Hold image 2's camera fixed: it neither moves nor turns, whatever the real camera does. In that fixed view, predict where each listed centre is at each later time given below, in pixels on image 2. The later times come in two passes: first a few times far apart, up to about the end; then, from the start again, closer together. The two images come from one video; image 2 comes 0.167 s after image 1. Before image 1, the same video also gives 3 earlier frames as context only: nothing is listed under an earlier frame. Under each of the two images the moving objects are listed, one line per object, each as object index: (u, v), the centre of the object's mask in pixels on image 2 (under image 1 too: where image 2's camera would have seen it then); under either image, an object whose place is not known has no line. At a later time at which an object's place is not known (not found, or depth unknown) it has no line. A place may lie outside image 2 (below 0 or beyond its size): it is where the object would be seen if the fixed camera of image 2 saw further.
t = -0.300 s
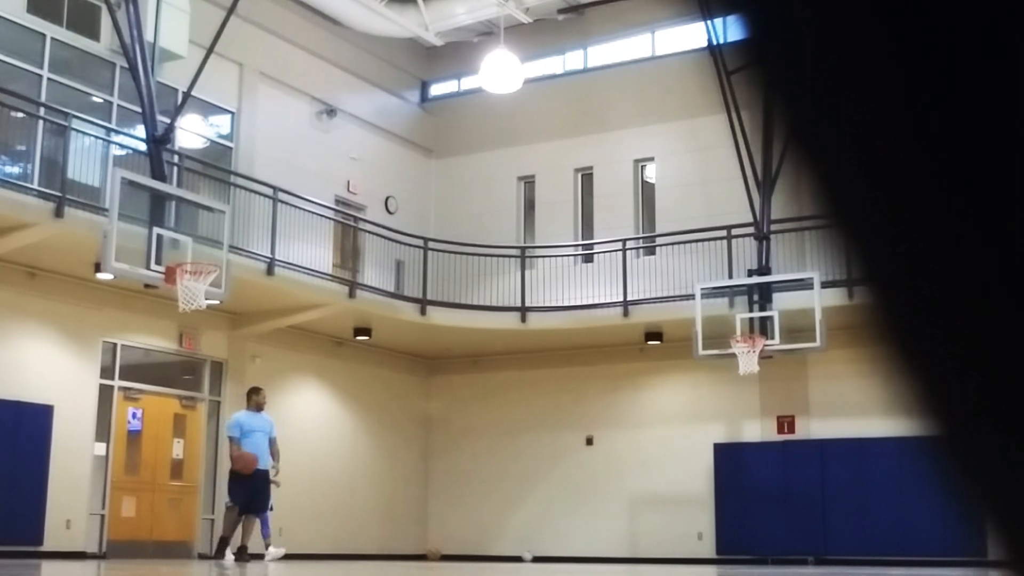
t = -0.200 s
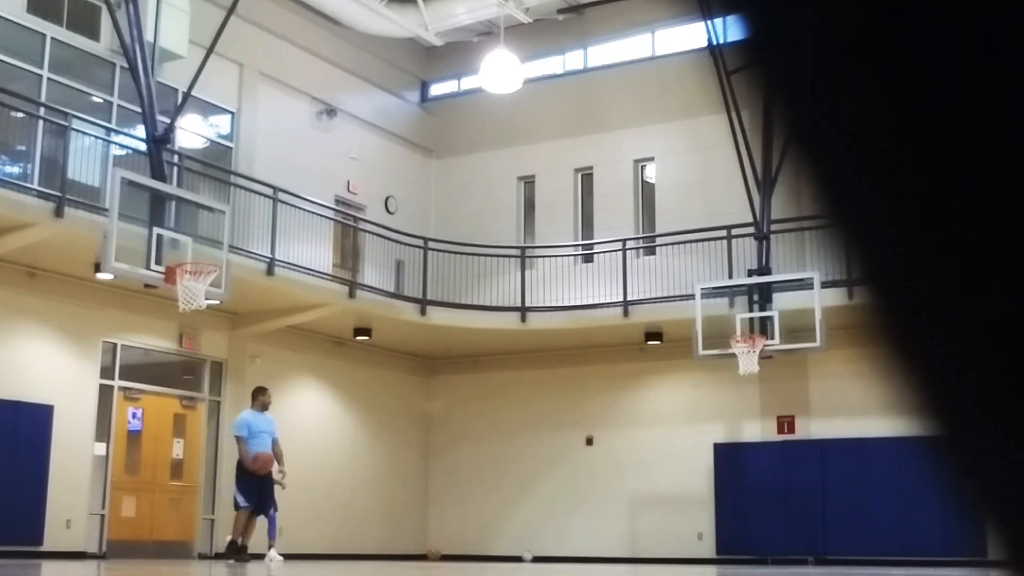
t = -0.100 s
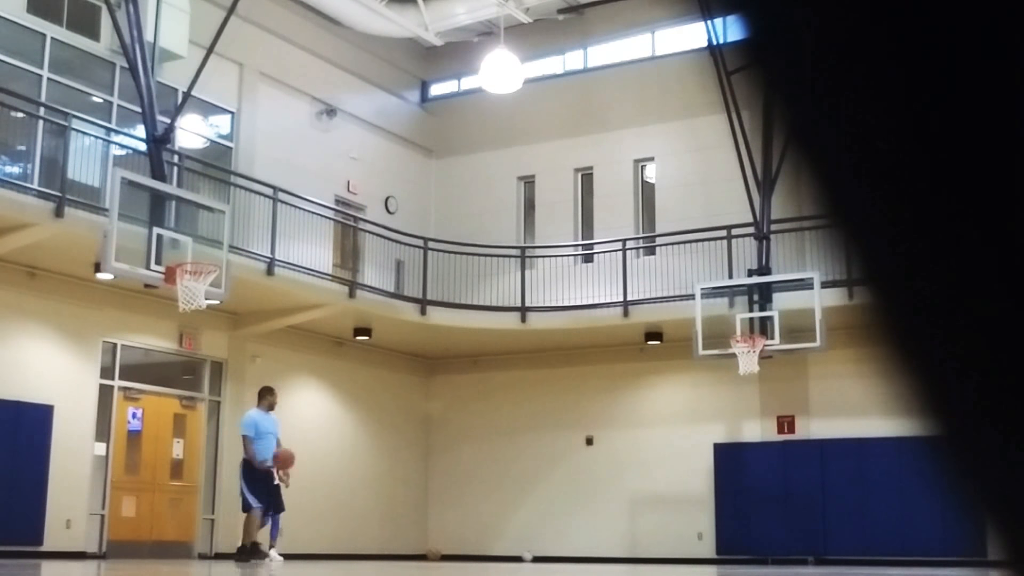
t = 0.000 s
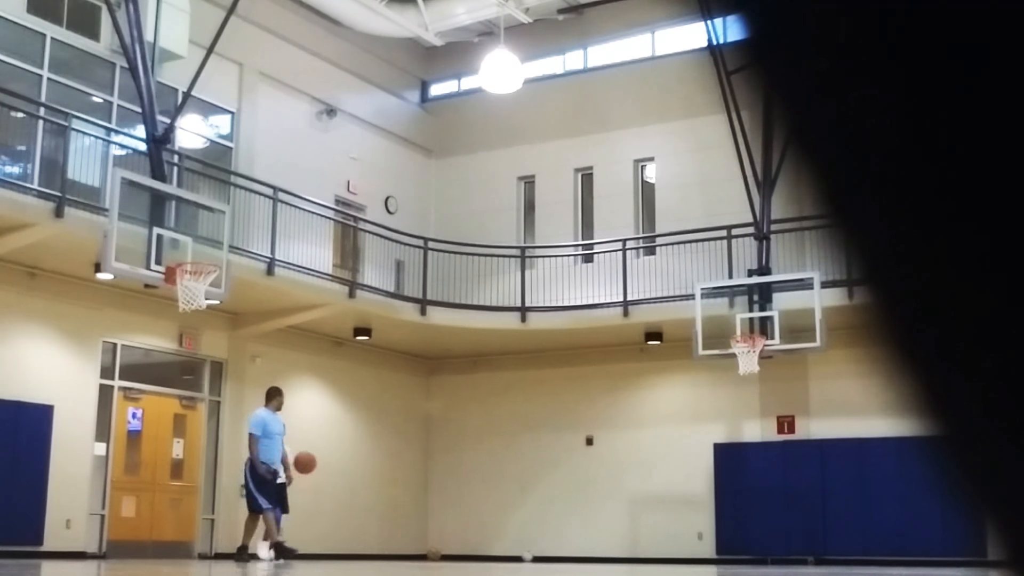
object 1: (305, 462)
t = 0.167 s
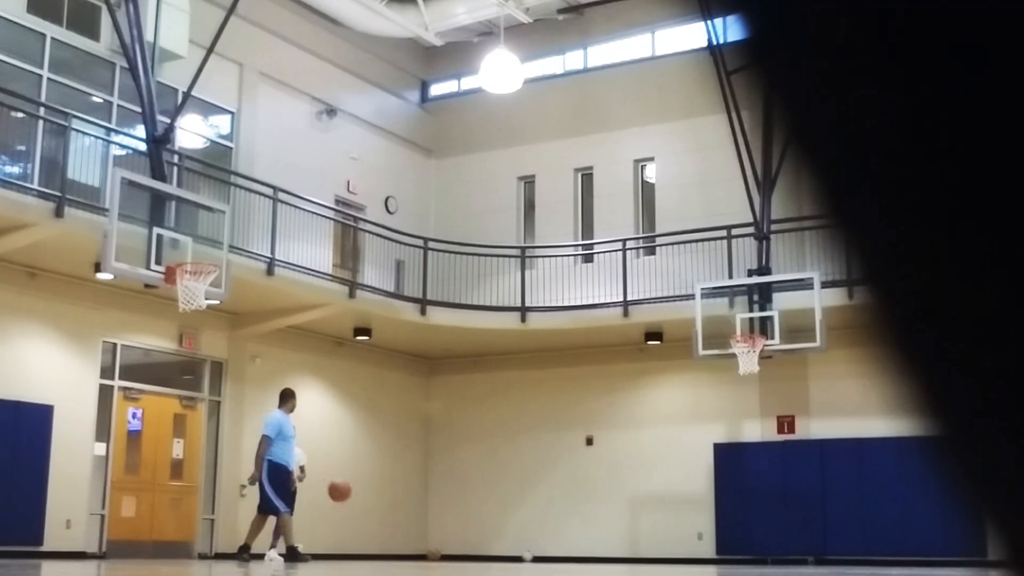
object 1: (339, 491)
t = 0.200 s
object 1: (346, 500)
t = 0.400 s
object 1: (385, 540)
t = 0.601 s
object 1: (417, 506)
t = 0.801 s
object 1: (449, 512)
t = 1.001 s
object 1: (480, 551)
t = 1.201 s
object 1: (511, 524)
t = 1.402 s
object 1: (542, 538)
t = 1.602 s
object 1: (572, 538)
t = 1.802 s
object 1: (602, 543)
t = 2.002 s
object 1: (632, 543)
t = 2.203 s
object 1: (662, 552)
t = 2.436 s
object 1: (697, 553)
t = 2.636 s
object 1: (727, 553)
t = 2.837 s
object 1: (756, 554)
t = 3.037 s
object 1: (786, 555)
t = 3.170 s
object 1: (806, 556)
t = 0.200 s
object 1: (346, 500)
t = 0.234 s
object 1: (353, 510)
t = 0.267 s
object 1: (359, 521)
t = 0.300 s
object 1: (366, 533)
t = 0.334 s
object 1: (374, 547)
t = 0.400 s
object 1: (385, 540)
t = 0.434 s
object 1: (391, 531)
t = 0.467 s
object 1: (396, 524)
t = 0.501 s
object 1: (401, 518)
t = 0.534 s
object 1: (407, 513)
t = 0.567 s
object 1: (413, 508)
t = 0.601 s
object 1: (417, 506)
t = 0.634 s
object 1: (423, 504)
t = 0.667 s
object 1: (428, 503)
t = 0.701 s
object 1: (433, 504)
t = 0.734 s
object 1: (438, 505)
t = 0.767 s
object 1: (443, 508)
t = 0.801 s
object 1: (449, 512)
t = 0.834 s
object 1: (454, 517)
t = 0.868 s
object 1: (459, 523)
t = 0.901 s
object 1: (464, 531)
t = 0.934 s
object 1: (470, 539)
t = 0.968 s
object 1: (475, 549)
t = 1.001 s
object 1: (480, 551)
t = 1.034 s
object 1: (485, 544)
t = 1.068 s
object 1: (491, 538)
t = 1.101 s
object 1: (496, 533)
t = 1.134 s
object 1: (501, 529)
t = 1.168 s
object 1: (506, 526)
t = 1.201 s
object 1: (511, 524)
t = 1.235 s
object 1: (516, 524)
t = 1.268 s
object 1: (521, 524)
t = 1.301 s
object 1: (526, 526)
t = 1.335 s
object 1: (531, 529)
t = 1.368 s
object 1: (537, 533)
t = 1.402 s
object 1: (542, 538)
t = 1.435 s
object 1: (547, 544)
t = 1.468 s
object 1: (553, 552)
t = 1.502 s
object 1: (557, 551)
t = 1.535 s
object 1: (562, 545)
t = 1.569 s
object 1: (567, 541)
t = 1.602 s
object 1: (572, 538)
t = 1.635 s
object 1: (577, 536)
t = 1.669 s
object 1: (582, 535)
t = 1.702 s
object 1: (587, 535)
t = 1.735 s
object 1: (592, 537)
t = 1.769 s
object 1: (597, 539)
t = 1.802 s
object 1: (602, 543)
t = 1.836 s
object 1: (607, 548)
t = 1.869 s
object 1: (612, 553)
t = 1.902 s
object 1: (617, 550)
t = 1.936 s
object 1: (622, 547)
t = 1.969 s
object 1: (627, 545)
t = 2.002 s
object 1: (632, 543)
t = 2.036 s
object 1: (637, 543)
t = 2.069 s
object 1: (642, 544)
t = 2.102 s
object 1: (647, 547)
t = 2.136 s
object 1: (652, 550)
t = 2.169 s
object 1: (657, 554)
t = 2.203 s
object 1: (662, 552)
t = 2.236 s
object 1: (667, 550)
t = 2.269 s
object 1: (672, 548)
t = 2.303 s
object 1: (677, 548)
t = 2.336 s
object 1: (682, 549)
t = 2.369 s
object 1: (687, 551)
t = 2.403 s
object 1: (692, 555)
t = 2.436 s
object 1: (697, 553)
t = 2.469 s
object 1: (702, 551)
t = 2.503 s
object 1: (707, 551)
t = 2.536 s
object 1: (712, 551)
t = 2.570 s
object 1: (717, 553)
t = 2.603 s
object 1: (722, 555)
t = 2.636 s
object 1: (727, 553)
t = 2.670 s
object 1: (731, 552)
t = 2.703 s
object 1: (737, 552)
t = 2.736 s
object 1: (741, 554)
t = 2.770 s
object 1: (746, 554)
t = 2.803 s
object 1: (751, 554)
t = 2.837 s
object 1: (756, 554)
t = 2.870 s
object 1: (761, 555)
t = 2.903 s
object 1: (766, 555)
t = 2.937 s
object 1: (771, 554)
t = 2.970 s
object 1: (776, 555)
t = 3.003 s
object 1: (781, 555)
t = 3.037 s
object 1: (786, 555)
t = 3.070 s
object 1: (791, 555)
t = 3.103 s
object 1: (797, 555)
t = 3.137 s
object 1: (801, 556)
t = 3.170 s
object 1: (806, 556)
